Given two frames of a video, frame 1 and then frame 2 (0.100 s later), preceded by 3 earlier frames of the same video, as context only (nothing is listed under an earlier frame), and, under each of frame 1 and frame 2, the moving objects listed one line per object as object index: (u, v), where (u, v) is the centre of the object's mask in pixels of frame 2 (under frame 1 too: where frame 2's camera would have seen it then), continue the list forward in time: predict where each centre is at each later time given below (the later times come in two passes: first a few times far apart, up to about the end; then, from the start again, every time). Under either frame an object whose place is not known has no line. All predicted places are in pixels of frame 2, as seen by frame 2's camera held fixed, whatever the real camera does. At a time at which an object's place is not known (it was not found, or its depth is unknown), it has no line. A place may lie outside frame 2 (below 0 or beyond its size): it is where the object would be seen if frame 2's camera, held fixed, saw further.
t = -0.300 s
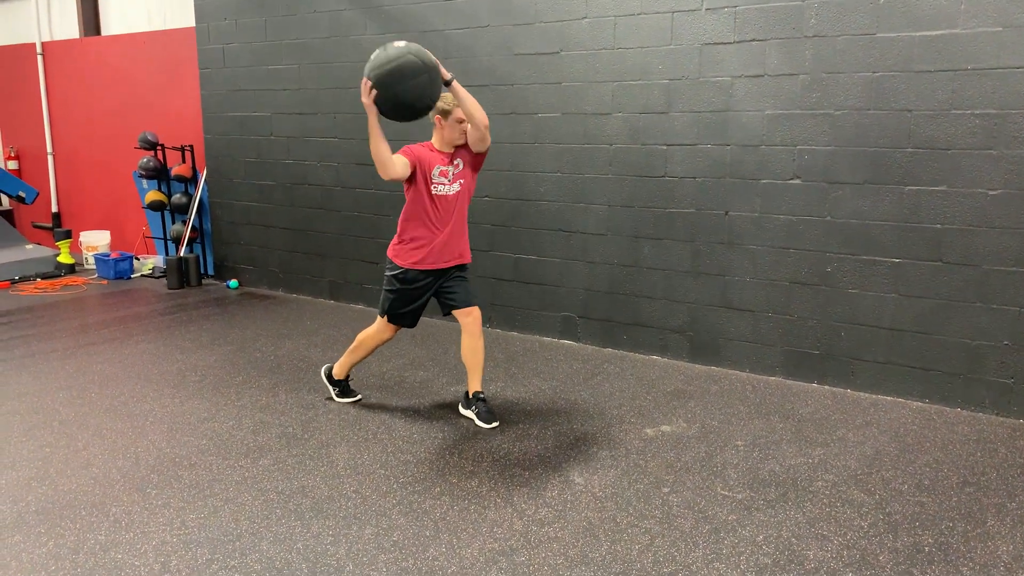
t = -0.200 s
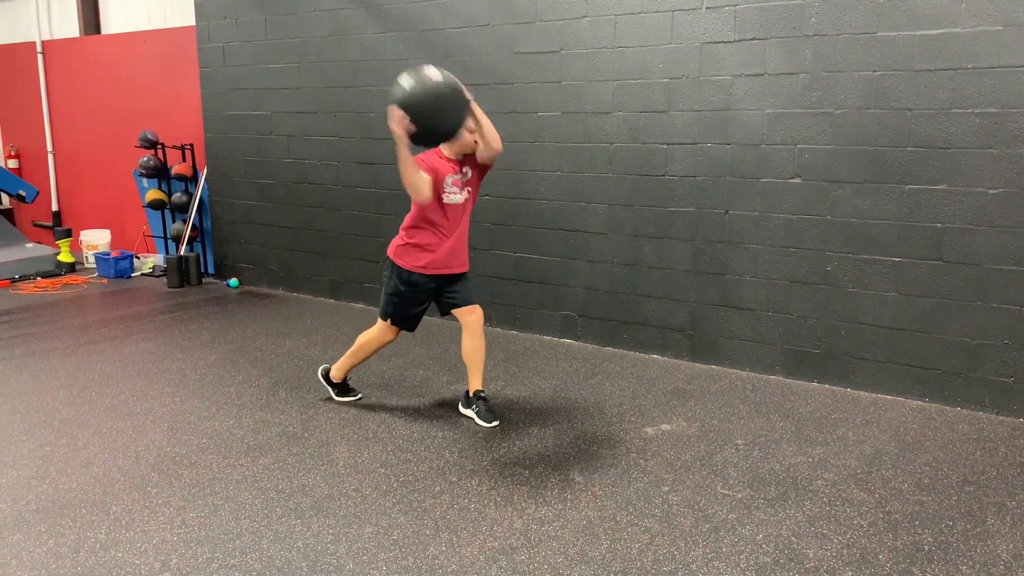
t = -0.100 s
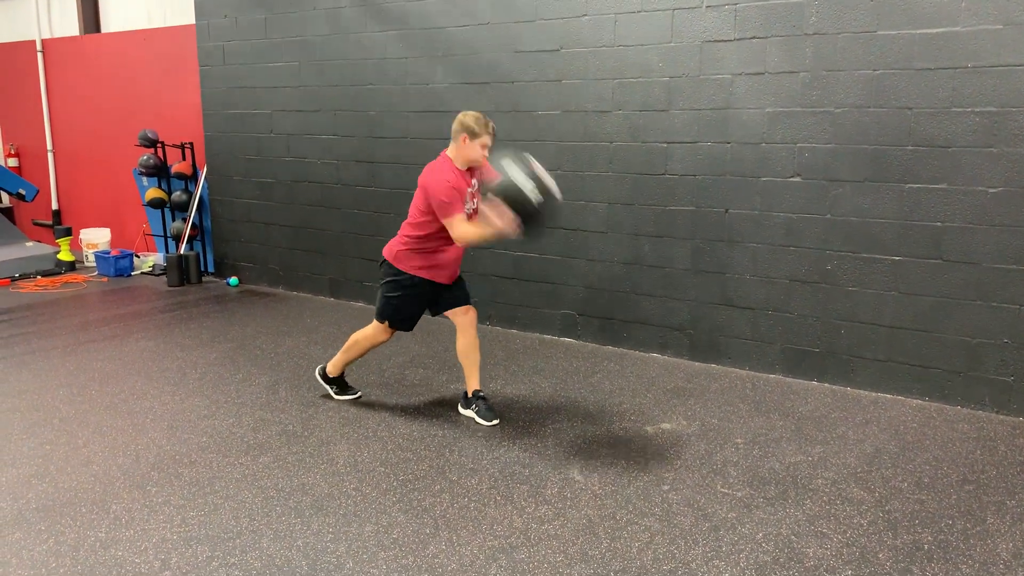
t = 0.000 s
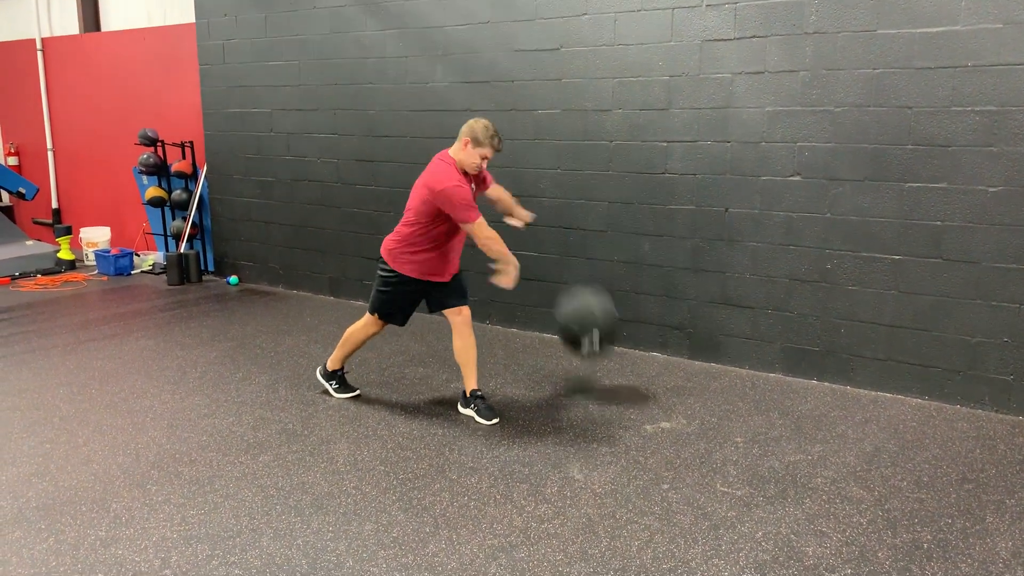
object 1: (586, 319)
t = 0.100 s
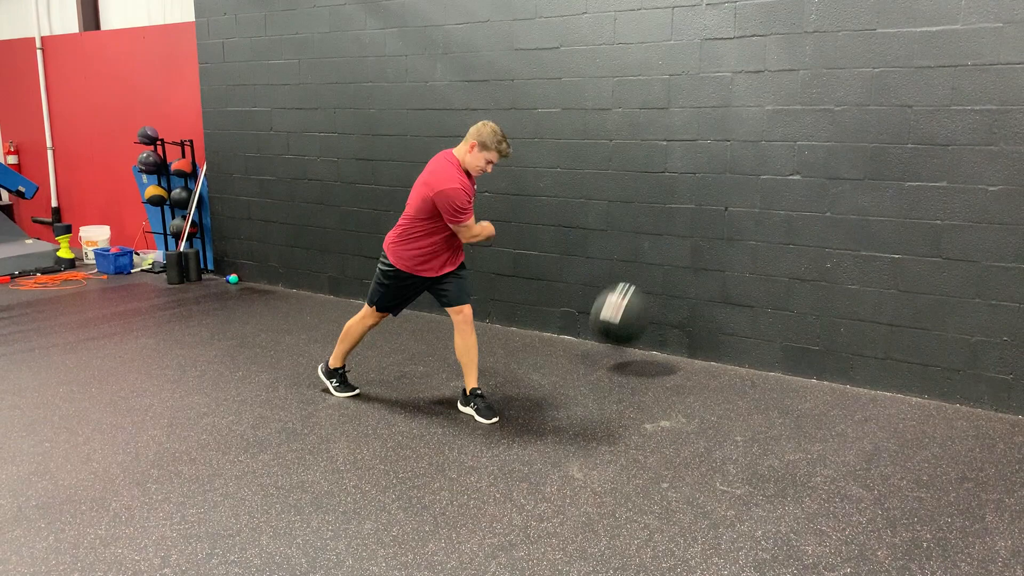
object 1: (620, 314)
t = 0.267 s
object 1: (636, 225)
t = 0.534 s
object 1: (593, 187)
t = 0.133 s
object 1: (629, 290)
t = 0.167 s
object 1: (640, 269)
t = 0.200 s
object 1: (646, 252)
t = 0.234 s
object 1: (641, 237)
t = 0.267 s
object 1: (636, 225)
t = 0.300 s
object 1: (631, 215)
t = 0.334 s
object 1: (626, 205)
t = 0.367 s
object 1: (620, 198)
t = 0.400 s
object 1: (615, 193)
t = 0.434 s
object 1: (610, 189)
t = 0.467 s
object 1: (605, 186)
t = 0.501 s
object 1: (599, 186)
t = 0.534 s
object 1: (593, 187)
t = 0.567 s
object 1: (587, 190)
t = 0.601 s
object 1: (580, 195)
